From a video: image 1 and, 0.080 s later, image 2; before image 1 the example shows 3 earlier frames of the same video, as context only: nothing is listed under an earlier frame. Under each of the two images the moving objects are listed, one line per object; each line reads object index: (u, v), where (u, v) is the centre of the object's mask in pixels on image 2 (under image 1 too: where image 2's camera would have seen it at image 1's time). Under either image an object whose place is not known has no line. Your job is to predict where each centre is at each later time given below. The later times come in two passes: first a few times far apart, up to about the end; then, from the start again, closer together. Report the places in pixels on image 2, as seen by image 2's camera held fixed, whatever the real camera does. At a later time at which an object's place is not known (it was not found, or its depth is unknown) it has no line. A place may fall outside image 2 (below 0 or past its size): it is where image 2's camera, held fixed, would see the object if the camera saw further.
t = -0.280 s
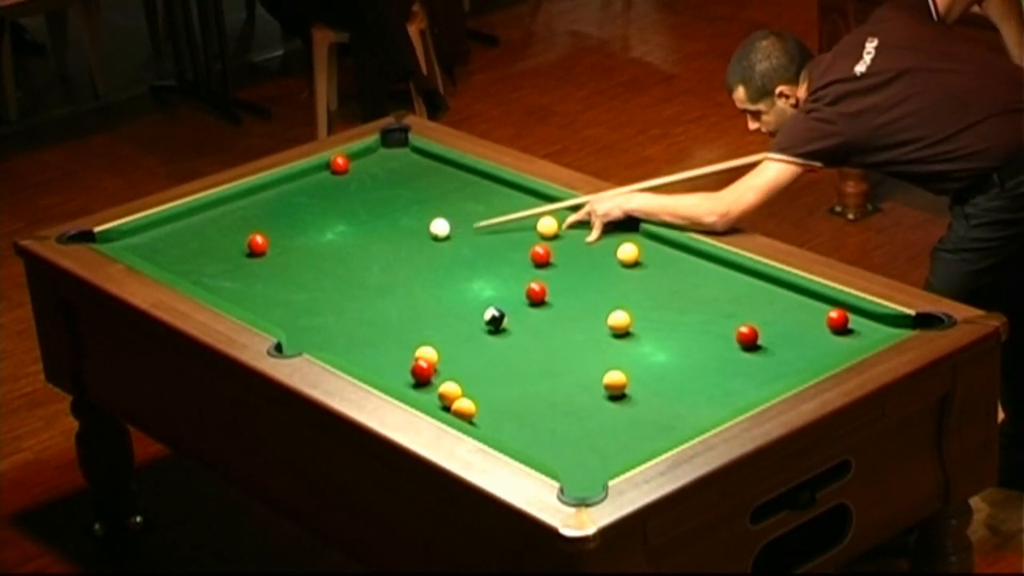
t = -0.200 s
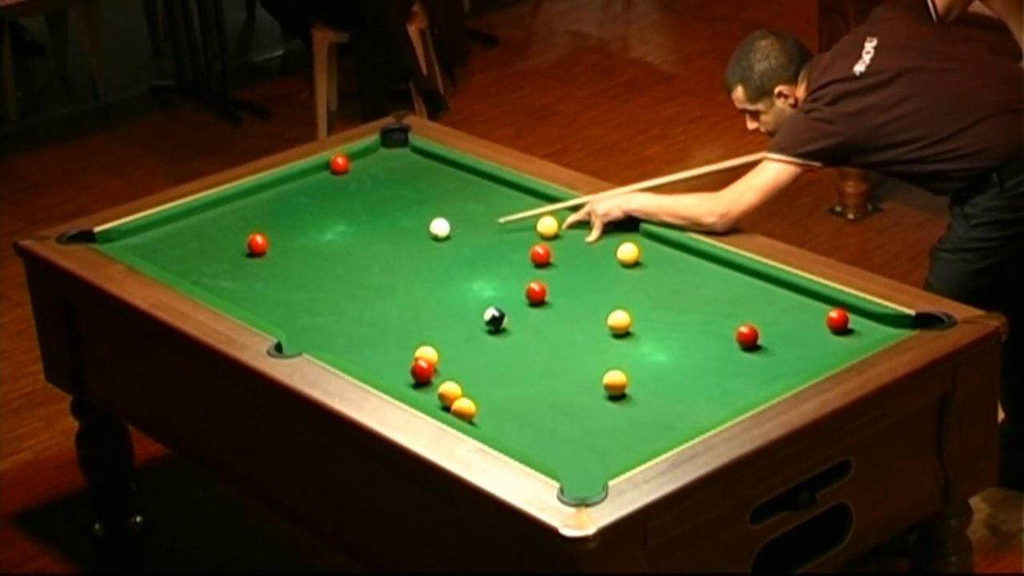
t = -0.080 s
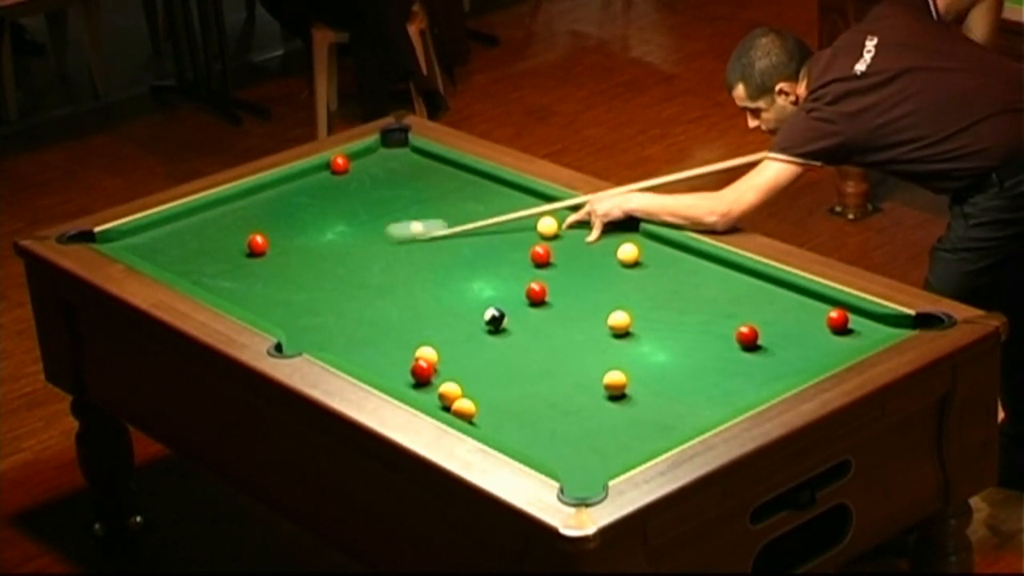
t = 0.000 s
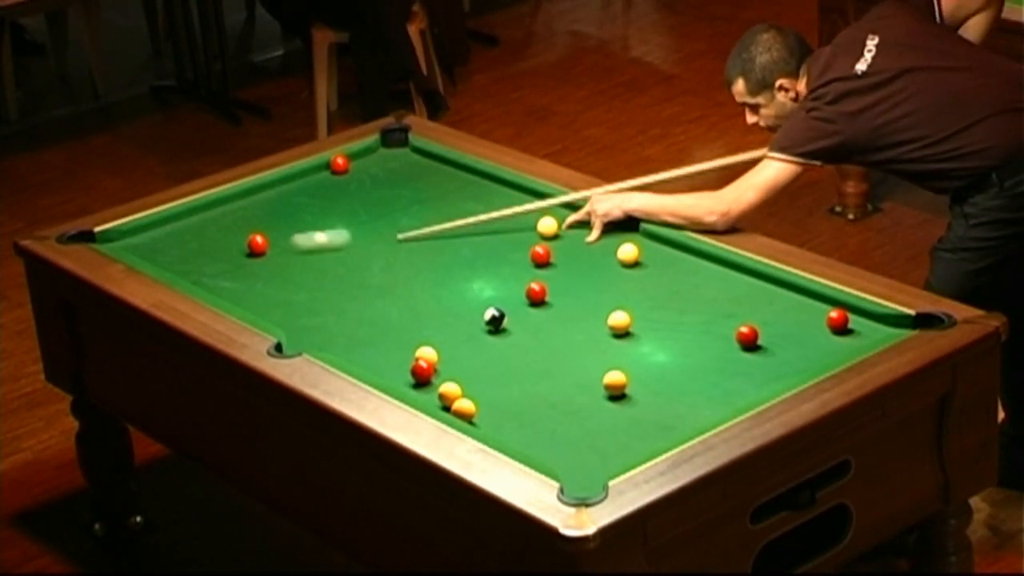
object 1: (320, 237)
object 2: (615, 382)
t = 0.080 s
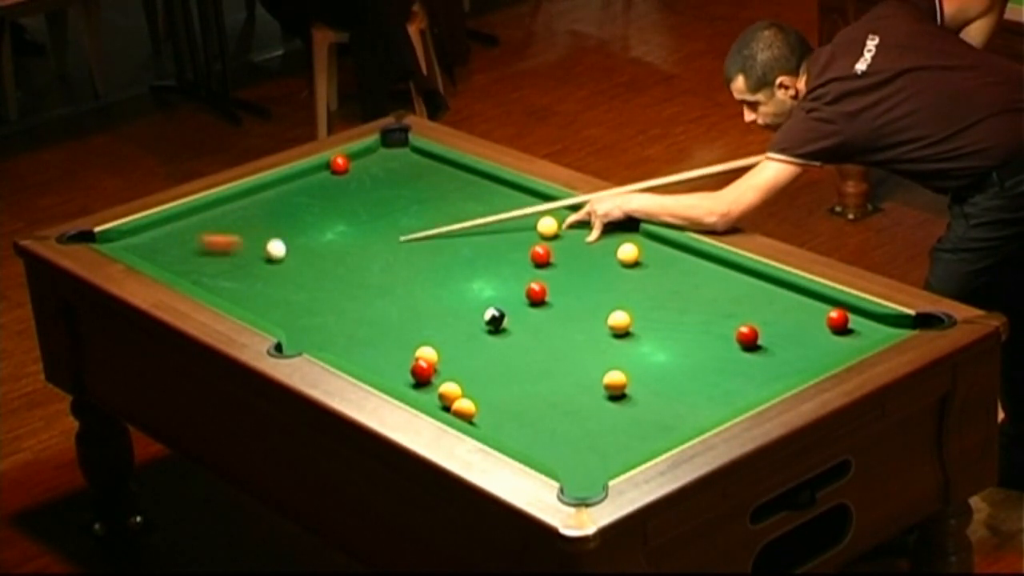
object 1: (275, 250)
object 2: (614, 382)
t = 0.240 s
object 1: (288, 267)
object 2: (614, 382)
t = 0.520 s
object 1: (338, 287)
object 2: (614, 382)
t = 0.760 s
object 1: (382, 306)
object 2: (614, 382)
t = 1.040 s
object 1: (434, 327)
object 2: (615, 382)
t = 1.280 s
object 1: (479, 345)
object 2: (615, 382)
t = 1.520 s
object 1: (525, 363)
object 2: (615, 382)
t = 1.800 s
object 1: (577, 385)
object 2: (615, 382)
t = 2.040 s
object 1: (623, 404)
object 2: (614, 381)
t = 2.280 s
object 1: (668, 422)
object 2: (615, 382)
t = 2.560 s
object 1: (663, 418)
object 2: (615, 382)
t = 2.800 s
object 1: (641, 406)
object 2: (615, 382)
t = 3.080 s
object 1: (618, 395)
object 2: (613, 378)
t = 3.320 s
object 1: (606, 395)
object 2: (612, 374)
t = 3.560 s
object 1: (596, 395)
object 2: (610, 371)
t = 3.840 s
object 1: (588, 395)
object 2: (608, 367)
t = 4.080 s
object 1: (585, 395)
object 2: (608, 364)
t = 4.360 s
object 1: (584, 395)
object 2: (607, 362)
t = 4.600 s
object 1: (584, 395)
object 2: (607, 362)
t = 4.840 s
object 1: (584, 396)
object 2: (607, 362)
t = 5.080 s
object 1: (581, 394)
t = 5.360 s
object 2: (608, 362)
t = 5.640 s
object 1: (584, 395)
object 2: (607, 362)
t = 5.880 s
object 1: (584, 395)
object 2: (607, 362)
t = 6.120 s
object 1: (584, 395)
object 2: (607, 362)
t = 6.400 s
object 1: (584, 396)
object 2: (607, 362)
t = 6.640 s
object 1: (584, 396)
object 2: (607, 362)
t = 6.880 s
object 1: (584, 396)
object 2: (607, 362)
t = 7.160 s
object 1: (585, 396)
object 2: (607, 362)
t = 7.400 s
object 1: (584, 396)
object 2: (607, 362)
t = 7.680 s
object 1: (585, 396)
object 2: (607, 362)
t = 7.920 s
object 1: (585, 396)
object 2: (607, 362)
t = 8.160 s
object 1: (584, 397)
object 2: (607, 362)
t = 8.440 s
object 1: (585, 397)
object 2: (607, 362)
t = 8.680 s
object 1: (584, 397)
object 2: (607, 362)
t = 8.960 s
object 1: (585, 397)
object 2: (607, 362)
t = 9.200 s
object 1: (584, 397)
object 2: (607, 362)
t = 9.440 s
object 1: (585, 397)
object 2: (607, 362)
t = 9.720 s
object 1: (585, 397)
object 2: (607, 362)
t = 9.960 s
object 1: (584, 396)
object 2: (607, 362)
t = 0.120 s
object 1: (276, 255)
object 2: (614, 382)
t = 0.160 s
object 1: (279, 259)
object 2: (614, 382)
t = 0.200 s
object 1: (282, 263)
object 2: (614, 382)
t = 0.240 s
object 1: (288, 267)
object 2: (614, 382)
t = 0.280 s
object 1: (294, 270)
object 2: (614, 382)
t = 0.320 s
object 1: (301, 273)
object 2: (614, 382)
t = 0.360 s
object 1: (309, 276)
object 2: (614, 382)
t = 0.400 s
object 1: (316, 278)
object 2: (614, 382)
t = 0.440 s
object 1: (323, 282)
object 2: (614, 382)
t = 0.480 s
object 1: (331, 284)
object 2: (614, 382)
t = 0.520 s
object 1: (338, 287)
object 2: (614, 382)
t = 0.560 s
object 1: (345, 291)
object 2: (614, 382)
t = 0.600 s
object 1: (353, 294)
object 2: (614, 382)
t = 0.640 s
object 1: (360, 297)
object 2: (614, 382)
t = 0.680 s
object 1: (367, 300)
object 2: (614, 382)
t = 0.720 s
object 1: (375, 303)
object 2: (614, 382)
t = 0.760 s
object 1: (382, 306)
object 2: (614, 382)
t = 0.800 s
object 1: (390, 308)
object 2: (615, 382)
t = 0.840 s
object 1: (397, 311)
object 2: (615, 382)
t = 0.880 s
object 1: (404, 315)
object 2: (615, 382)
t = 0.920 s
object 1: (412, 318)
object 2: (615, 382)
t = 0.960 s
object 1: (419, 321)
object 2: (615, 382)
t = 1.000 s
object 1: (427, 324)
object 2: (615, 382)
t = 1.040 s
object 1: (434, 327)
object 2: (615, 382)
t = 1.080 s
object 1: (442, 330)
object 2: (615, 382)
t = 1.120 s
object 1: (449, 333)
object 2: (615, 382)
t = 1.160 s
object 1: (457, 336)
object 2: (615, 382)
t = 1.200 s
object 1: (464, 339)
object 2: (615, 382)
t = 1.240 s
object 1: (472, 342)
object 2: (615, 382)
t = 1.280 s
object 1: (479, 345)
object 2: (615, 382)
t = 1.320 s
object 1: (487, 348)
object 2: (615, 382)
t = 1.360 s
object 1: (494, 351)
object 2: (615, 382)
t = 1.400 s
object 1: (502, 354)
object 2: (615, 382)
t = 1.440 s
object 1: (510, 357)
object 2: (615, 382)
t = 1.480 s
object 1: (517, 361)
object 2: (615, 382)
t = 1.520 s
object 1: (525, 363)
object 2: (615, 382)
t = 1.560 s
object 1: (532, 367)
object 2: (615, 382)
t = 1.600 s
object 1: (540, 370)
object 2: (615, 382)
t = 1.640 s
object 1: (547, 373)
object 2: (615, 382)
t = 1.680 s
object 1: (555, 376)
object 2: (615, 382)
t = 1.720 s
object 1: (562, 379)
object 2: (615, 382)
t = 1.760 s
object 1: (570, 382)
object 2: (615, 382)
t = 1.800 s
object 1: (577, 385)
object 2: (615, 382)
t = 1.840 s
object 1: (585, 388)
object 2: (615, 382)
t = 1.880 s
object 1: (592, 392)
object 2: (615, 382)
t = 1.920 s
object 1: (600, 394)
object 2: (616, 381)
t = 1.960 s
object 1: (608, 397)
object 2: (616, 380)
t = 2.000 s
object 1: (615, 401)
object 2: (615, 380)
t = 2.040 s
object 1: (623, 404)
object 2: (614, 381)
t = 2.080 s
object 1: (631, 408)
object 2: (615, 382)
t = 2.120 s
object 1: (639, 410)
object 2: (615, 382)
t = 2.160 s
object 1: (646, 413)
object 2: (615, 382)
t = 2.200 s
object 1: (653, 416)
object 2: (615, 382)
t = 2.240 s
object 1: (661, 419)
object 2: (615, 382)
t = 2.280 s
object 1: (668, 422)
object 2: (615, 382)
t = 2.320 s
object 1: (675, 424)
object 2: (615, 382)
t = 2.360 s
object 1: (682, 425)
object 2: (615, 382)
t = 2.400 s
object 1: (680, 424)
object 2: (615, 382)
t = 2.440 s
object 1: (676, 424)
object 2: (615, 382)
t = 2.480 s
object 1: (672, 422)
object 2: (615, 382)
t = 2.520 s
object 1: (668, 420)
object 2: (615, 382)
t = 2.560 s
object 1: (663, 418)
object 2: (615, 382)
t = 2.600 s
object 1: (660, 416)
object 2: (615, 382)
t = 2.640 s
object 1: (656, 414)
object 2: (615, 382)
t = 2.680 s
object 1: (652, 412)
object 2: (615, 382)
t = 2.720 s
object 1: (648, 410)
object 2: (615, 382)
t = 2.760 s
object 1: (644, 409)
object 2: (615, 382)
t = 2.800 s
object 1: (641, 406)
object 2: (615, 382)
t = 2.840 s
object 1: (637, 404)
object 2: (615, 382)
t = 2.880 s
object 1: (634, 403)
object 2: (615, 382)
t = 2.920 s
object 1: (630, 401)
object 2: (614, 382)
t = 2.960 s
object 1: (627, 400)
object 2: (614, 381)
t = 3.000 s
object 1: (624, 397)
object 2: (613, 380)
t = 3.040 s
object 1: (620, 395)
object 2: (613, 379)
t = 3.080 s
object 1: (618, 395)
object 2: (613, 378)
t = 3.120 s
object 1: (616, 395)
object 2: (613, 376)
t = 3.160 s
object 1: (613, 395)
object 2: (613, 375)
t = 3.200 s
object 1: (611, 395)
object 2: (613, 375)
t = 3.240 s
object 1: (609, 395)
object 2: (613, 375)
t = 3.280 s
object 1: (607, 395)
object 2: (612, 374)
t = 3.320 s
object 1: (606, 395)
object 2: (612, 374)
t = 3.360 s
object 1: (604, 395)
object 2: (612, 373)
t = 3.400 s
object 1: (602, 395)
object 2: (611, 373)
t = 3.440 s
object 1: (600, 395)
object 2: (611, 373)
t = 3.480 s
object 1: (599, 395)
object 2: (610, 372)
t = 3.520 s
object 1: (597, 395)
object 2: (610, 372)
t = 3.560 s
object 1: (596, 395)
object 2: (610, 371)
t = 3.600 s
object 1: (595, 395)
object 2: (609, 370)
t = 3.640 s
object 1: (593, 395)
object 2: (609, 370)
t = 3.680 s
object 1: (592, 395)
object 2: (609, 369)
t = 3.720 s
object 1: (591, 395)
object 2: (609, 368)
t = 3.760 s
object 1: (590, 395)
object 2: (609, 368)
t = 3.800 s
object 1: (589, 395)
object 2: (608, 367)
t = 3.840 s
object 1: (588, 395)
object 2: (608, 367)
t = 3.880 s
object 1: (587, 395)
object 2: (608, 366)
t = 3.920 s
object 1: (587, 395)
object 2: (608, 366)
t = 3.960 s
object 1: (586, 395)
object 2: (608, 365)
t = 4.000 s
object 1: (586, 395)
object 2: (608, 365)
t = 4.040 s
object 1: (585, 395)
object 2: (608, 364)
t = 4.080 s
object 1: (585, 395)
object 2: (608, 364)
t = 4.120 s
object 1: (585, 395)
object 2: (608, 363)
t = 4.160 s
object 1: (584, 395)
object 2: (608, 363)
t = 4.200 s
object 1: (584, 395)
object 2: (608, 363)
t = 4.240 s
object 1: (584, 395)
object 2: (608, 363)
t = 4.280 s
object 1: (584, 395)
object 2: (608, 362)
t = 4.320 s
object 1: (584, 395)
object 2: (608, 362)
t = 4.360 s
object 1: (584, 395)
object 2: (607, 362)
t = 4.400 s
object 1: (584, 395)
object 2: (607, 362)
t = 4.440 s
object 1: (584, 395)
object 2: (607, 362)
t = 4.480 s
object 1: (584, 395)
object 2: (607, 362)
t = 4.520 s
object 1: (584, 395)
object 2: (607, 362)
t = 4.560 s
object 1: (584, 395)
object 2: (607, 362)
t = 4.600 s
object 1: (584, 395)
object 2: (607, 362)
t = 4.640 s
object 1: (584, 395)
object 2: (607, 362)
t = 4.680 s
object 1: (584, 395)
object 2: (607, 362)
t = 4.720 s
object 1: (584, 395)
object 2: (607, 362)
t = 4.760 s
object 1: (584, 395)
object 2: (607, 362)
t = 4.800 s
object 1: (584, 395)
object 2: (607, 362)
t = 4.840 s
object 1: (584, 396)
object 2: (607, 362)
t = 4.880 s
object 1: (584, 396)
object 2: (607, 362)
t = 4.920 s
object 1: (584, 396)
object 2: (607, 362)
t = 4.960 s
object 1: (584, 396)
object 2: (607, 362)
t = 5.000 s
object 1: (584, 396)
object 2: (607, 362)
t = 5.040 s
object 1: (584, 396)
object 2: (606, 362)
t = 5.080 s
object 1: (581, 394)
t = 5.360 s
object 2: (608, 362)
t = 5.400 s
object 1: (589, 391)
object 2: (607, 361)
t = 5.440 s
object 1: (584, 396)
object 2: (607, 361)
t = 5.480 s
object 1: (584, 395)
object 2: (607, 362)
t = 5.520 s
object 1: (584, 395)
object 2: (607, 362)
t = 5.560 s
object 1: (585, 395)
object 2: (607, 362)
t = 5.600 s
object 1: (584, 395)
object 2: (607, 362)
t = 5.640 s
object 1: (584, 395)
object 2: (607, 362)
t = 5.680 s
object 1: (584, 395)
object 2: (607, 362)
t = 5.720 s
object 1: (584, 395)
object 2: (607, 362)
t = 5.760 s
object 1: (584, 395)
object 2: (607, 362)
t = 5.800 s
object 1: (584, 395)
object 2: (607, 362)
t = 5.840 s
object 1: (584, 395)
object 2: (607, 362)
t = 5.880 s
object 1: (584, 395)
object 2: (607, 362)
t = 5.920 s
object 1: (584, 395)
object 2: (607, 362)
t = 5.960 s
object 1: (584, 395)
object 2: (607, 362)
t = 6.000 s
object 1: (584, 395)
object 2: (607, 362)
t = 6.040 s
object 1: (584, 395)
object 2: (607, 362)
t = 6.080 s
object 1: (584, 395)
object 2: (607, 362)
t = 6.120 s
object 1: (584, 395)
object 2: (607, 362)
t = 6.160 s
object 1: (584, 395)
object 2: (607, 362)
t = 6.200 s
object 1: (584, 395)
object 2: (607, 362)
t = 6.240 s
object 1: (584, 395)
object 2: (607, 362)
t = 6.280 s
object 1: (584, 395)
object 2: (607, 362)
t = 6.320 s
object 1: (584, 396)
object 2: (607, 362)
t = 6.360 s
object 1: (584, 395)
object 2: (607, 362)
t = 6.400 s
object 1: (584, 396)
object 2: (607, 362)
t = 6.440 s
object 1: (584, 396)
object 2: (607, 362)
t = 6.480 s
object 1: (584, 396)
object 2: (607, 362)
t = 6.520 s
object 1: (584, 396)
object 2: (607, 362)
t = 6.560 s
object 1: (584, 396)
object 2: (607, 362)
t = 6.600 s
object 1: (584, 396)
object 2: (607, 362)
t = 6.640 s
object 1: (584, 396)
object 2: (607, 362)
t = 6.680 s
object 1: (584, 396)
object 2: (607, 362)
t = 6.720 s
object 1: (584, 396)
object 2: (607, 362)
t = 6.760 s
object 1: (584, 396)
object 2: (607, 362)
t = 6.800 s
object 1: (584, 396)
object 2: (607, 362)
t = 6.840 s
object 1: (584, 396)
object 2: (607, 362)
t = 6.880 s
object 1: (584, 396)
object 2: (607, 362)
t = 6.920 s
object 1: (584, 396)
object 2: (607, 362)
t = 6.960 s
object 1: (584, 396)
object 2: (607, 362)
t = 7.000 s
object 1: (584, 396)
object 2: (607, 362)
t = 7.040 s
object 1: (584, 396)
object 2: (607, 362)
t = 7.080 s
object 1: (584, 396)
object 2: (607, 362)
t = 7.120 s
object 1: (585, 396)
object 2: (607, 362)
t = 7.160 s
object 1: (585, 396)
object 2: (607, 362)
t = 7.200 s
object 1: (585, 396)
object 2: (607, 362)
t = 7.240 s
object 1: (585, 396)
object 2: (607, 362)
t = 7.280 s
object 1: (584, 396)
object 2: (607, 362)
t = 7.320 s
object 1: (584, 396)
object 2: (607, 362)
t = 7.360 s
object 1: (584, 396)
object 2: (607, 362)
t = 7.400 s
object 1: (584, 396)
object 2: (607, 362)
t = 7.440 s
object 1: (584, 396)
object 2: (607, 362)
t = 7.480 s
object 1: (584, 396)
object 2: (607, 362)
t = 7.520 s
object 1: (585, 396)
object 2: (607, 362)
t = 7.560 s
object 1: (585, 396)
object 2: (607, 362)
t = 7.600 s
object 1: (585, 396)
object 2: (607, 362)
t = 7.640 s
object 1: (585, 396)
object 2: (607, 362)
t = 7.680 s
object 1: (585, 396)
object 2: (607, 362)
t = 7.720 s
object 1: (585, 397)
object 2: (607, 362)
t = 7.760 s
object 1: (585, 397)
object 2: (607, 362)
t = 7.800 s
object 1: (585, 397)
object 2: (607, 362)
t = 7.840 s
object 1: (585, 397)
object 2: (607, 362)
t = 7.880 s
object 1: (584, 397)
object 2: (607, 362)
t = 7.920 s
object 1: (585, 396)
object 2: (607, 362)
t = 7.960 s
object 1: (585, 397)
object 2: (607, 362)
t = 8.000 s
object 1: (585, 397)
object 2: (607, 362)
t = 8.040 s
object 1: (584, 397)
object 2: (607, 362)
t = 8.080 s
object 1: (585, 397)
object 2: (607, 362)
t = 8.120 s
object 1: (584, 397)
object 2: (607, 362)
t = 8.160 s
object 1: (584, 397)
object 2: (607, 362)
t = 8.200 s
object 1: (584, 397)
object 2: (607, 362)
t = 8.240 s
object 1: (585, 397)
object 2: (607, 362)
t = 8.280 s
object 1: (585, 397)
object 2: (607, 362)
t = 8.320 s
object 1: (585, 397)
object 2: (607, 362)
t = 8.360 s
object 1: (585, 397)
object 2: (607, 362)
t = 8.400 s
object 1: (585, 397)
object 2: (607, 362)
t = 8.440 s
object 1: (585, 397)
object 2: (607, 362)
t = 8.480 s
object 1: (584, 397)
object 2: (607, 362)
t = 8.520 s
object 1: (585, 397)
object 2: (607, 362)
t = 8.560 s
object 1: (584, 397)
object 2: (607, 362)
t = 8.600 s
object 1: (584, 397)
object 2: (607, 362)
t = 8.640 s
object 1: (584, 397)
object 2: (607, 362)
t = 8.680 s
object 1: (584, 397)
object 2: (607, 362)
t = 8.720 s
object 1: (584, 397)
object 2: (607, 362)
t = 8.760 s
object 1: (585, 396)
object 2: (607, 362)
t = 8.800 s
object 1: (585, 397)
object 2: (607, 362)
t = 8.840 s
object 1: (585, 397)
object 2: (607, 362)
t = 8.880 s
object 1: (585, 396)
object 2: (607, 362)
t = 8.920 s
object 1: (585, 397)
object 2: (607, 362)
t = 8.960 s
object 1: (585, 397)
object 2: (607, 362)
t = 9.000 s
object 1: (585, 396)
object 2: (607, 362)
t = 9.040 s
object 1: (585, 396)
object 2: (607, 362)
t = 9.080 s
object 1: (585, 397)
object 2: (607, 362)
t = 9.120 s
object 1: (585, 397)
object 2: (607, 362)
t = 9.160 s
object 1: (584, 397)
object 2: (607, 362)
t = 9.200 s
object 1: (584, 397)
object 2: (607, 362)
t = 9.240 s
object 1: (584, 397)
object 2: (607, 362)
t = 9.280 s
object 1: (584, 397)
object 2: (607, 362)
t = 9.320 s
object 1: (584, 397)
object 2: (607, 362)
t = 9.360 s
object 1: (584, 397)
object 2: (607, 362)
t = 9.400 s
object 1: (584, 397)
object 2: (607, 362)
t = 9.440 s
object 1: (585, 397)
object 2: (607, 362)
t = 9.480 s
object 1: (585, 397)
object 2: (607, 362)
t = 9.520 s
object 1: (584, 397)
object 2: (607, 362)
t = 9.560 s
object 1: (584, 397)
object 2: (607, 362)
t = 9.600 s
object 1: (585, 397)
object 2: (607, 362)
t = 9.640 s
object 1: (585, 397)
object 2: (607, 362)
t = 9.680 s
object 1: (585, 396)
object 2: (607, 362)
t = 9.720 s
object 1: (585, 397)
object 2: (607, 362)
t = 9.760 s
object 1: (585, 397)
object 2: (607, 362)
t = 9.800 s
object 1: (585, 397)
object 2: (607, 362)
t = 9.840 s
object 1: (584, 397)
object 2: (607, 362)
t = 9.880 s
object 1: (584, 397)
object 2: (607, 362)
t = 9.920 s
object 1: (584, 397)
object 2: (607, 362)
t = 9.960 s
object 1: (584, 396)
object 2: (607, 362)
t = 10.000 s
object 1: (585, 397)
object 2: (607, 362)
